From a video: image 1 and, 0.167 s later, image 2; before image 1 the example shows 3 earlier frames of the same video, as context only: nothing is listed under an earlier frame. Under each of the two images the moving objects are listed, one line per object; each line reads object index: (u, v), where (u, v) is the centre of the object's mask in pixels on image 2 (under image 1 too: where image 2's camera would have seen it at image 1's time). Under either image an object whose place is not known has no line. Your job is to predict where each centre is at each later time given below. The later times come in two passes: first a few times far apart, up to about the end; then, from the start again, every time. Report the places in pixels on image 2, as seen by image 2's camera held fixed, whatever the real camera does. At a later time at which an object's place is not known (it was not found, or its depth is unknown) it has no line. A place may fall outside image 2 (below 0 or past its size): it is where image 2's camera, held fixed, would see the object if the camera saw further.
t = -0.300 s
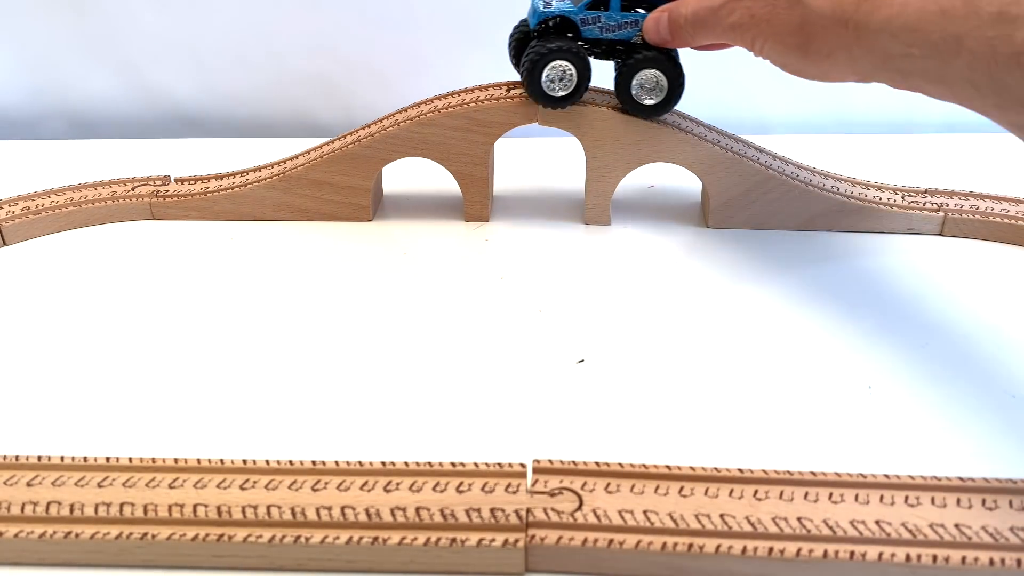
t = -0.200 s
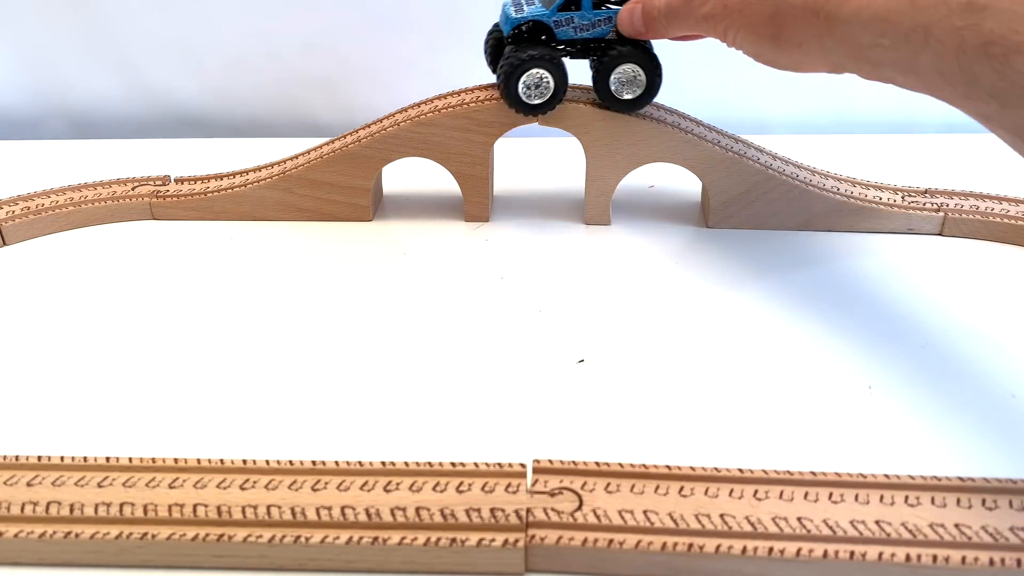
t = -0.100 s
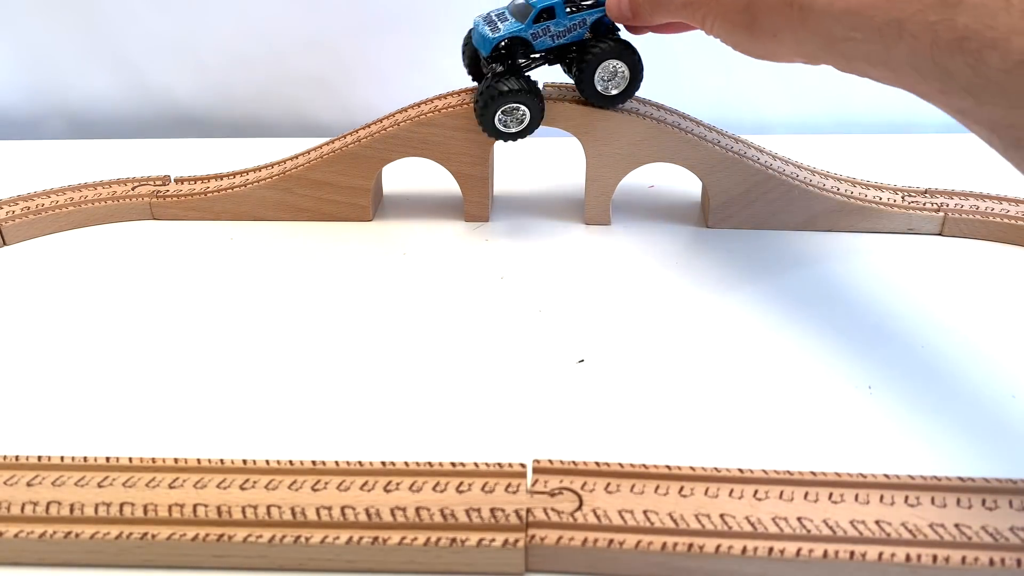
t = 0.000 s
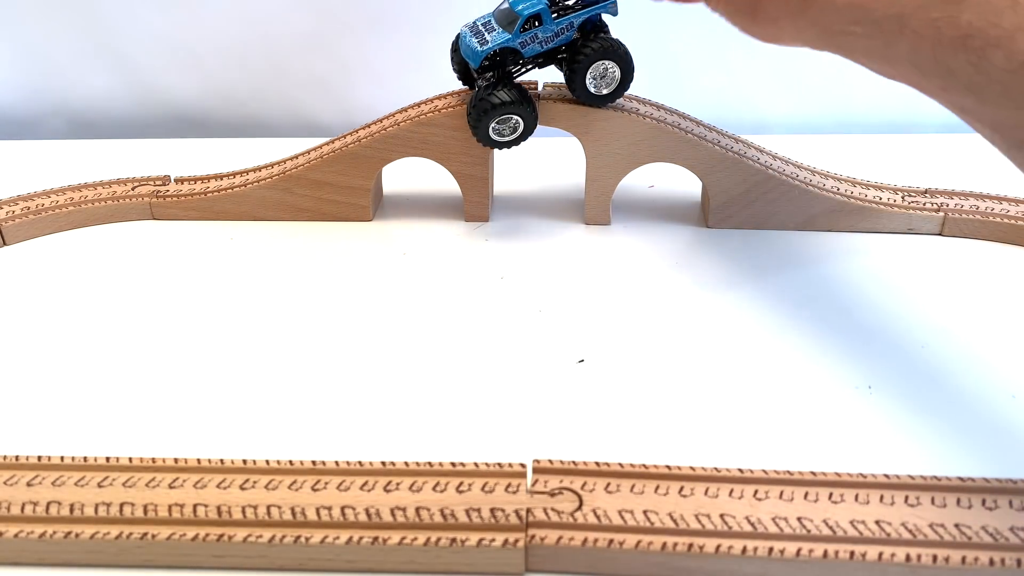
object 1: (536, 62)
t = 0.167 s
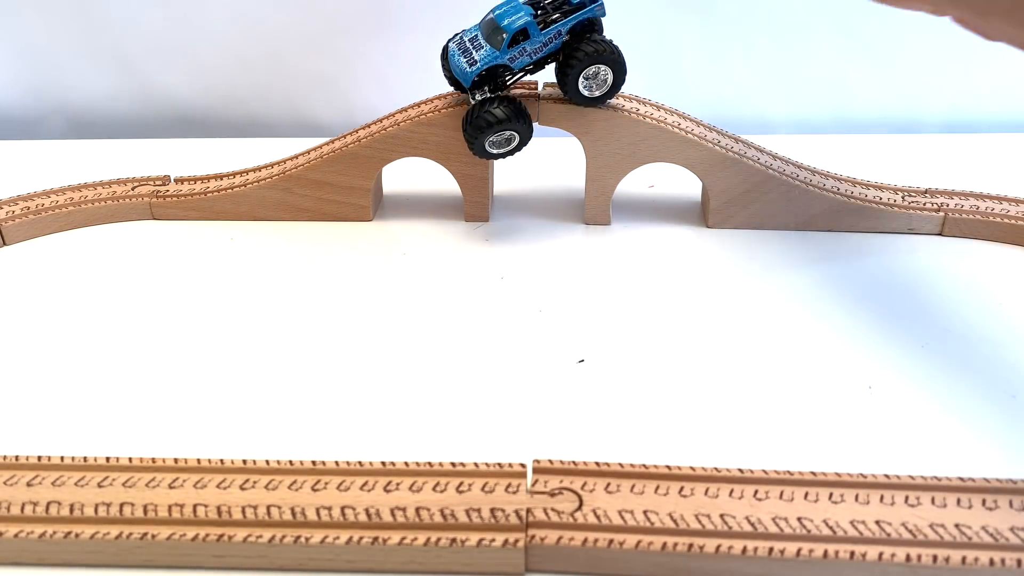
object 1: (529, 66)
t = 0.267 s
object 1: (517, 71)
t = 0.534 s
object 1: (454, 197)
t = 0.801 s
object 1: (381, 291)
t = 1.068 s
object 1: (374, 331)
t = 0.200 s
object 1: (525, 68)
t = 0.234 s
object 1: (521, 69)
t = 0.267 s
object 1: (517, 71)
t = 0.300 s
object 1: (513, 74)
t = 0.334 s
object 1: (510, 78)
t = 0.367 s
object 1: (506, 87)
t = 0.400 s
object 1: (496, 108)
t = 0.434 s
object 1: (490, 139)
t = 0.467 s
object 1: (481, 182)
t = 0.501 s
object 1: (473, 199)
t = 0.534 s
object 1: (454, 197)
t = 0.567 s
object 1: (439, 205)
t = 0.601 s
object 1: (430, 219)
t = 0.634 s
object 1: (423, 224)
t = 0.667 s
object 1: (416, 238)
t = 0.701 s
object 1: (402, 258)
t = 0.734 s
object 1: (392, 273)
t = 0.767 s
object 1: (385, 282)
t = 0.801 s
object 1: (381, 291)
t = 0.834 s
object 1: (379, 299)
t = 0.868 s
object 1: (378, 306)
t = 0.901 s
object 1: (378, 312)
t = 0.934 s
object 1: (377, 317)
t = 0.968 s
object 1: (376, 322)
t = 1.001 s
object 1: (374, 325)
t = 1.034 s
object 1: (374, 329)
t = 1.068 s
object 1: (374, 331)
